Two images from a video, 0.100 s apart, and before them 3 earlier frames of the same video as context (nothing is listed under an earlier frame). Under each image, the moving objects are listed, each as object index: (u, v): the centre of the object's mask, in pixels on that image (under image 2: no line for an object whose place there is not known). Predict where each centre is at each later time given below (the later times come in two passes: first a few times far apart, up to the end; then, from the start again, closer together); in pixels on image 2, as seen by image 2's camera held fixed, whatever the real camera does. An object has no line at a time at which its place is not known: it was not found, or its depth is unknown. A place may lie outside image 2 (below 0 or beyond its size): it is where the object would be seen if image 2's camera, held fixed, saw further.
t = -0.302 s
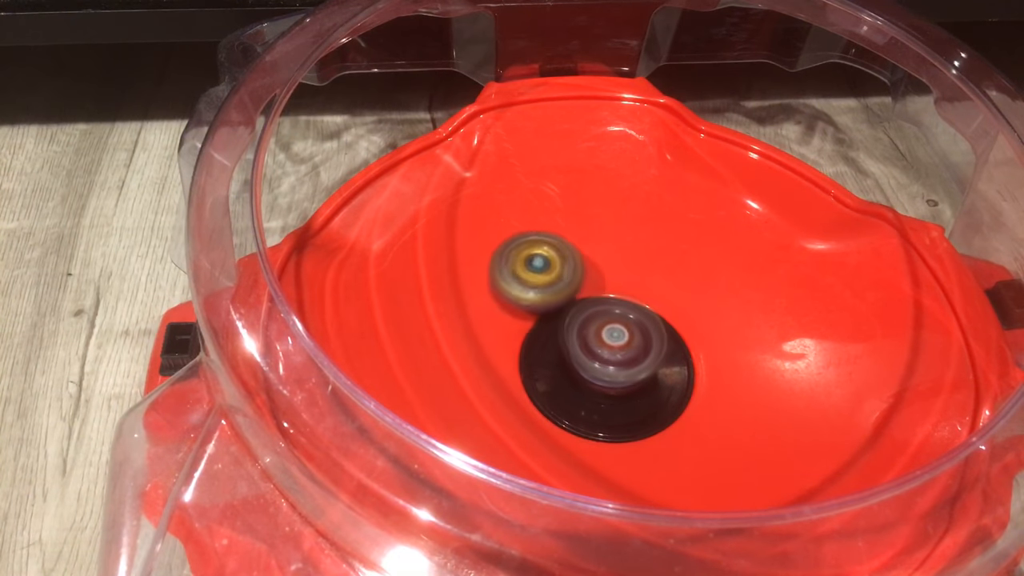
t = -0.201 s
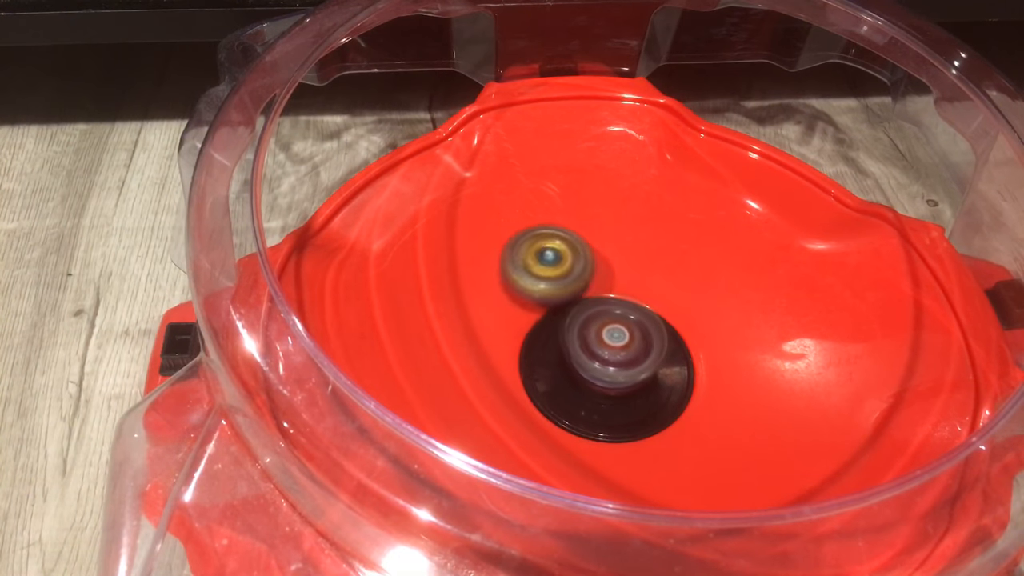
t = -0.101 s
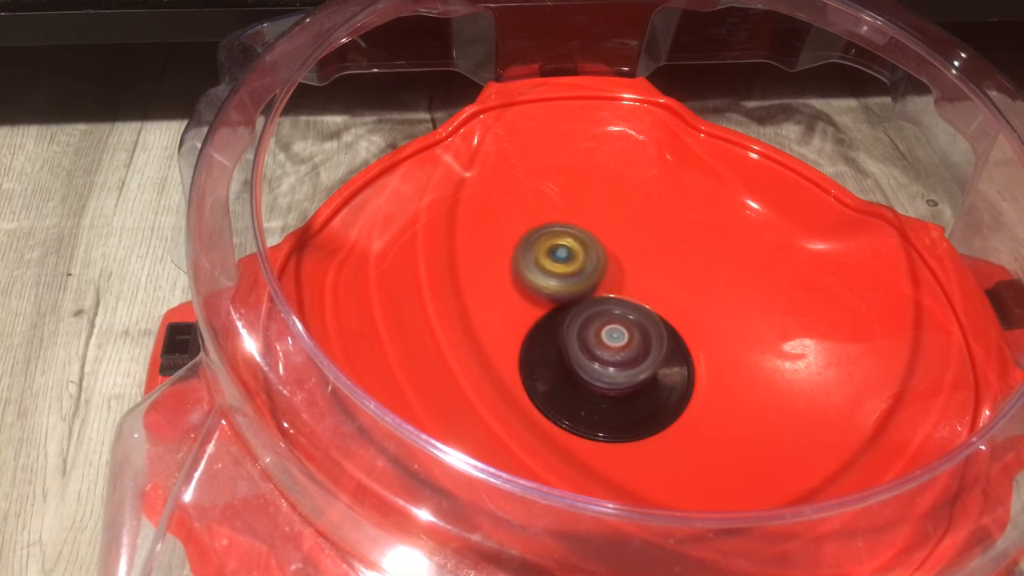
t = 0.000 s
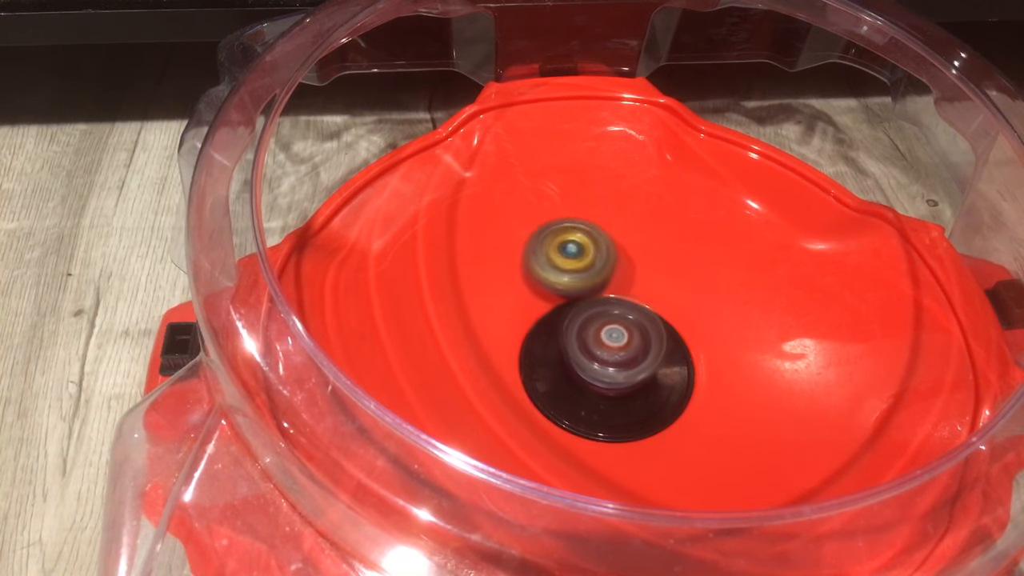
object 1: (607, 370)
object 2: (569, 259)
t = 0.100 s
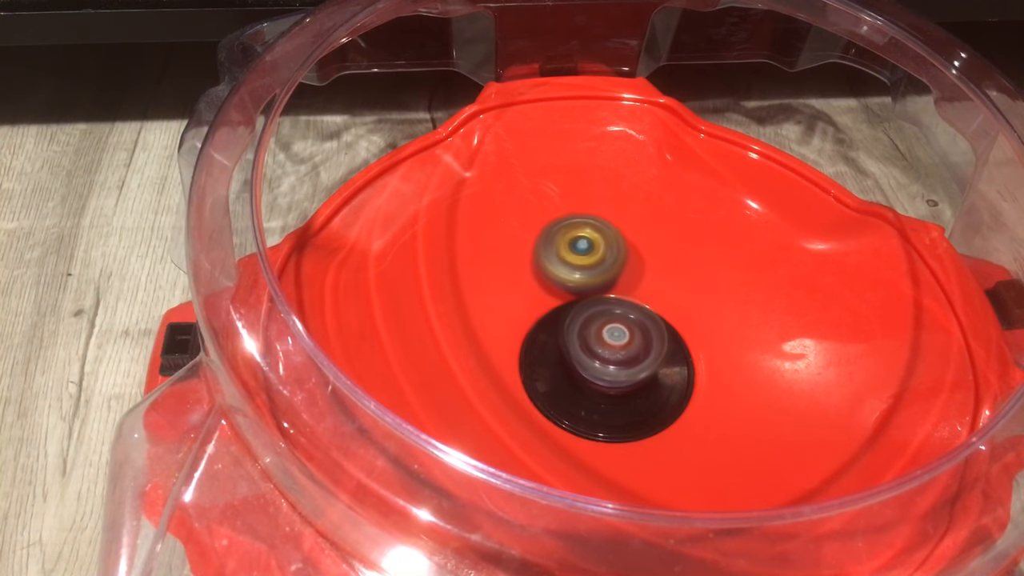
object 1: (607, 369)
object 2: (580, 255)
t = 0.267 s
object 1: (607, 369)
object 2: (600, 253)
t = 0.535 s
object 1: (607, 370)
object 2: (635, 248)
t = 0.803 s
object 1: (607, 370)
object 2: (671, 259)
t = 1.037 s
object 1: (607, 369)
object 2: (694, 273)
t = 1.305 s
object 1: (607, 369)
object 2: (709, 299)
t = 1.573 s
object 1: (606, 370)
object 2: (724, 325)
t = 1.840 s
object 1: (605, 370)
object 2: (728, 354)
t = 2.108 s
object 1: (606, 369)
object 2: (743, 388)
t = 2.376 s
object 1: (598, 367)
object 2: (708, 401)
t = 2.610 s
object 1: (602, 367)
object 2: (700, 436)
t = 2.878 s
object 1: (599, 361)
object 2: (659, 439)
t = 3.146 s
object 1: (605, 360)
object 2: (615, 453)
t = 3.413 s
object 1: (607, 370)
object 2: (571, 481)
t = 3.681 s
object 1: (609, 364)
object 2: (566, 449)
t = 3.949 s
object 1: (615, 366)
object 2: (519, 407)
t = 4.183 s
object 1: (611, 369)
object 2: (491, 374)
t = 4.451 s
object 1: (612, 371)
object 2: (503, 336)
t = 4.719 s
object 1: (606, 370)
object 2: (438, 274)
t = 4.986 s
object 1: (607, 370)
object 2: (469, 266)
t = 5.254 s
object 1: (607, 370)
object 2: (533, 243)
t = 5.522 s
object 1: (606, 370)
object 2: (584, 179)
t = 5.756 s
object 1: (606, 370)
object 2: (617, 194)
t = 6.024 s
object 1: (606, 370)
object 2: (663, 269)
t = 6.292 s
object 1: (606, 370)
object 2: (757, 324)
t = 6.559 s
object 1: (606, 370)
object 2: (778, 352)
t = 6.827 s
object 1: (605, 370)
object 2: (739, 375)
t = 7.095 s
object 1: (596, 365)
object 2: (692, 416)
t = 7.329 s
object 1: (601, 361)
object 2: (656, 445)
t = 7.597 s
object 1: (604, 357)
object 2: (619, 441)
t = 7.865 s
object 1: (614, 360)
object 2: (564, 427)
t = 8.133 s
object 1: (619, 366)
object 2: (530, 397)
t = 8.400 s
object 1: (610, 369)
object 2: (490, 378)
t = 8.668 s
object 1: (615, 371)
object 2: (509, 358)
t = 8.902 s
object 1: (612, 371)
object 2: (503, 338)
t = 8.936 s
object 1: (610, 371)
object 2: (497, 335)
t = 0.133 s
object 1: (607, 369)
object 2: (584, 253)
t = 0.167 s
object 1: (607, 370)
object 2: (588, 252)
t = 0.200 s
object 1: (607, 370)
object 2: (592, 252)
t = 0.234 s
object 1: (607, 369)
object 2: (596, 253)
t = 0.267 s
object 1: (607, 369)
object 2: (600, 253)
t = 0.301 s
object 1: (607, 369)
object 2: (604, 253)
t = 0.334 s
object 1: (607, 370)
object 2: (608, 250)
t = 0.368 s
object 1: (607, 369)
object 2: (612, 247)
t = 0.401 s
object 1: (607, 370)
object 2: (618, 247)
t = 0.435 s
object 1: (607, 369)
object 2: (623, 246)
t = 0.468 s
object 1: (607, 370)
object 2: (627, 246)
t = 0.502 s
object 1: (607, 370)
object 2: (632, 247)
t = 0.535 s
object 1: (607, 370)
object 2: (635, 248)
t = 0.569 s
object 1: (607, 370)
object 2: (638, 250)
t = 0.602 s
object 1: (607, 370)
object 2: (641, 253)
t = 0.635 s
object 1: (607, 370)
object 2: (645, 256)
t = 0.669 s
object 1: (607, 370)
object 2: (648, 260)
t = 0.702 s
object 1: (607, 370)
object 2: (652, 261)
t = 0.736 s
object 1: (607, 370)
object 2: (654, 263)
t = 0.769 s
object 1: (607, 370)
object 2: (659, 263)
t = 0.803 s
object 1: (607, 370)
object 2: (671, 259)
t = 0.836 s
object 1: (607, 370)
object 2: (676, 260)
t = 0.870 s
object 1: (607, 370)
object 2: (680, 261)
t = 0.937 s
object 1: (607, 370)
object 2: (687, 264)
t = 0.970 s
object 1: (607, 370)
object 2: (690, 267)
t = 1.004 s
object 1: (607, 370)
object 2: (692, 269)
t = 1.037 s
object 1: (607, 369)
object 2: (694, 273)
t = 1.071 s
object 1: (607, 369)
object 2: (695, 277)
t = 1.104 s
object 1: (607, 369)
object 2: (695, 281)
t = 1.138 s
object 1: (607, 369)
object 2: (695, 285)
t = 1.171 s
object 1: (607, 369)
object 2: (696, 290)
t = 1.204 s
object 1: (607, 369)
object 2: (699, 292)
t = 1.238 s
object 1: (607, 369)
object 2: (702, 295)
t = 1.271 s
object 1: (607, 369)
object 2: (706, 295)
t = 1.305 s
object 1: (607, 369)
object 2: (709, 299)
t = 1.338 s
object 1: (607, 369)
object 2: (714, 302)
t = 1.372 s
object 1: (607, 369)
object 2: (716, 305)
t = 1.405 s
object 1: (607, 369)
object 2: (719, 308)
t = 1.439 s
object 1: (607, 370)
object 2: (720, 311)
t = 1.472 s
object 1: (607, 370)
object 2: (721, 315)
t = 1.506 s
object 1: (606, 370)
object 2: (721, 318)
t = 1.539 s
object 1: (606, 370)
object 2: (721, 322)
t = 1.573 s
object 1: (606, 370)
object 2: (724, 325)
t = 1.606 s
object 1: (606, 370)
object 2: (723, 329)
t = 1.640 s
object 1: (606, 370)
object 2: (724, 332)
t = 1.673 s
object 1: (606, 370)
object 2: (728, 336)
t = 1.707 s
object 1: (606, 370)
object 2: (727, 340)
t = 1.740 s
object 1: (606, 370)
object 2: (729, 344)
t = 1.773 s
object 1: (605, 370)
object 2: (729, 347)
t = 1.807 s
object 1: (605, 370)
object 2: (729, 351)
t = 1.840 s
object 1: (605, 370)
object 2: (728, 354)
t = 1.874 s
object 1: (605, 370)
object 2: (735, 360)
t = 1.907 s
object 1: (606, 370)
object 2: (741, 365)
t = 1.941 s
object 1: (606, 370)
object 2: (742, 369)
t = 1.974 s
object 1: (606, 370)
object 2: (744, 374)
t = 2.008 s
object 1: (606, 369)
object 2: (745, 378)
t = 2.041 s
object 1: (606, 370)
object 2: (745, 382)
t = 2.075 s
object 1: (606, 370)
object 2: (745, 385)
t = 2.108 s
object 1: (606, 369)
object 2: (743, 388)
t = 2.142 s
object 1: (606, 369)
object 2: (741, 390)
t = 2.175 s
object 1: (605, 369)
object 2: (737, 392)
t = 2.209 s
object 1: (604, 369)
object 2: (733, 393)
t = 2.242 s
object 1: (603, 369)
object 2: (728, 395)
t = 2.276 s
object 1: (602, 368)
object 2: (722, 396)
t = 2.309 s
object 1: (600, 368)
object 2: (715, 397)
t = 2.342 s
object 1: (598, 367)
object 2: (708, 398)
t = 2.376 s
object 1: (598, 367)
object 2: (708, 401)
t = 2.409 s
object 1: (598, 367)
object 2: (707, 403)
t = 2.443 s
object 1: (598, 367)
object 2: (704, 407)
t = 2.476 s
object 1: (600, 367)
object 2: (709, 419)
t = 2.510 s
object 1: (601, 367)
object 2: (708, 424)
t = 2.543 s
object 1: (601, 367)
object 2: (705, 429)
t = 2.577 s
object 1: (602, 367)
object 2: (703, 433)
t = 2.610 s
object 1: (602, 367)
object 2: (700, 436)
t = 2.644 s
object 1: (602, 366)
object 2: (696, 438)
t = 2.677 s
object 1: (602, 366)
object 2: (692, 441)
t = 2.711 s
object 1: (602, 366)
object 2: (687, 443)
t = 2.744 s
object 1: (601, 365)
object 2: (682, 444)
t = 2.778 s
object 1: (601, 364)
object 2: (677, 443)
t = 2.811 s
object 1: (600, 363)
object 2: (672, 442)
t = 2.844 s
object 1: (600, 362)
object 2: (665, 440)
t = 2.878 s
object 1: (599, 361)
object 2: (659, 439)
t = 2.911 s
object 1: (599, 359)
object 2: (652, 436)
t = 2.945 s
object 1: (598, 358)
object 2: (646, 434)
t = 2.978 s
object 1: (599, 357)
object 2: (642, 434)
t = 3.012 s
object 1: (600, 357)
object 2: (639, 437)
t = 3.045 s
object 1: (601, 357)
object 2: (632, 436)
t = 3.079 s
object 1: (602, 356)
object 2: (626, 435)
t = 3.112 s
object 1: (603, 355)
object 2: (620, 435)
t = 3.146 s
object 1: (605, 360)
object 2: (615, 453)
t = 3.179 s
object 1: (606, 365)
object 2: (609, 462)
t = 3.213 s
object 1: (607, 367)
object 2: (600, 467)
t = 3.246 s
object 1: (607, 368)
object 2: (593, 468)
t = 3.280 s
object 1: (607, 369)
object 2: (587, 479)
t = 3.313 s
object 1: (607, 369)
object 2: (581, 481)
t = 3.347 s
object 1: (607, 369)
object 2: (577, 480)
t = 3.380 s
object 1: (607, 370)
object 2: (573, 481)
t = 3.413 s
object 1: (607, 370)
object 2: (571, 481)
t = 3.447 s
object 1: (607, 370)
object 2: (573, 468)
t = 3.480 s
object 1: (607, 369)
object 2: (571, 467)
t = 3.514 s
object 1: (607, 369)
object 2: (571, 465)
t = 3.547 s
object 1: (607, 369)
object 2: (570, 463)
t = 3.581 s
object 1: (607, 368)
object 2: (569, 460)
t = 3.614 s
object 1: (608, 367)
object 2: (568, 458)
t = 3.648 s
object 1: (608, 365)
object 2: (567, 454)
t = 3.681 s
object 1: (609, 364)
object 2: (566, 449)
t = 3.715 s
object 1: (610, 362)
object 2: (565, 442)
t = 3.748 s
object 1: (612, 361)
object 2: (565, 434)
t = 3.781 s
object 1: (614, 359)
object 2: (565, 424)
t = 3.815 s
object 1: (617, 359)
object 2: (561, 417)
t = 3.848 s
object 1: (618, 361)
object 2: (551, 415)
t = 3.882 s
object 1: (616, 364)
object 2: (536, 416)
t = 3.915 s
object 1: (615, 365)
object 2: (527, 412)
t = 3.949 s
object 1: (615, 366)
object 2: (519, 407)
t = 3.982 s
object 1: (614, 367)
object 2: (512, 402)
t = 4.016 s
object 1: (614, 368)
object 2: (507, 397)
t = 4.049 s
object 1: (613, 368)
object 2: (502, 393)
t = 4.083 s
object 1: (612, 369)
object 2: (498, 388)
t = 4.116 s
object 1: (612, 369)
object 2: (495, 384)
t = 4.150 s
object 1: (611, 369)
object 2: (492, 379)
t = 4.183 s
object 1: (611, 369)
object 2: (491, 374)
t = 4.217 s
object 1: (611, 370)
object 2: (489, 369)
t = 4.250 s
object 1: (611, 370)
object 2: (489, 365)
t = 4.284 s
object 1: (611, 370)
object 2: (489, 360)
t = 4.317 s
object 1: (611, 370)
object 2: (491, 355)
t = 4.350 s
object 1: (611, 370)
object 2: (493, 350)
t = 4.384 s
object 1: (611, 371)
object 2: (496, 346)
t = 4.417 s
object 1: (611, 371)
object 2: (499, 341)
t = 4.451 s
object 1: (612, 371)
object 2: (503, 336)
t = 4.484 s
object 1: (611, 371)
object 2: (500, 332)
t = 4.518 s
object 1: (607, 370)
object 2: (472, 321)
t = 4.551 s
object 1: (606, 369)
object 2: (453, 307)
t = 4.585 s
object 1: (606, 370)
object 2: (444, 297)
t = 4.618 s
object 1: (606, 370)
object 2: (441, 288)
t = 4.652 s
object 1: (606, 370)
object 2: (439, 283)
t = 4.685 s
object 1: (606, 370)
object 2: (439, 278)
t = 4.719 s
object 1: (606, 370)
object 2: (438, 274)
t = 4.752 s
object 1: (606, 370)
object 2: (439, 270)
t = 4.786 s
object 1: (606, 370)
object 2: (440, 268)
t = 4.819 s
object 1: (606, 370)
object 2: (443, 266)
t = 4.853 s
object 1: (607, 370)
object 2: (446, 265)
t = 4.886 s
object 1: (607, 370)
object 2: (450, 264)
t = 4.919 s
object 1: (607, 370)
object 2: (456, 265)
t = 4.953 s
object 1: (607, 370)
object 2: (462, 265)
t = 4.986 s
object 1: (607, 370)
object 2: (469, 266)
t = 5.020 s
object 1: (607, 370)
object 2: (477, 267)
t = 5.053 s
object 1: (607, 370)
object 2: (485, 269)
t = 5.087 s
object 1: (607, 370)
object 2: (494, 271)
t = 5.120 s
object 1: (607, 370)
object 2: (507, 273)
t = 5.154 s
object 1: (607, 370)
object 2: (519, 276)
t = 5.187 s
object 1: (607, 370)
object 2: (533, 277)
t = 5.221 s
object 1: (607, 370)
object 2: (537, 268)
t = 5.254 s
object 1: (607, 370)
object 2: (533, 243)
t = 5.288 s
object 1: (606, 369)
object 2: (535, 222)
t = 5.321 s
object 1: (606, 370)
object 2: (541, 207)
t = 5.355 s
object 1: (606, 369)
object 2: (550, 196)
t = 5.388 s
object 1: (606, 369)
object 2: (558, 189)
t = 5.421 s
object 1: (606, 369)
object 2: (566, 185)
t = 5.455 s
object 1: (606, 369)
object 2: (572, 182)
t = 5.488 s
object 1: (606, 370)
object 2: (578, 181)
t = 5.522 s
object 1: (606, 370)
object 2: (584, 179)
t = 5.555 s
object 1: (606, 370)
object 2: (588, 179)
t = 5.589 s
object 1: (606, 370)
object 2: (593, 179)
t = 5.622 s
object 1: (606, 370)
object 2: (598, 180)
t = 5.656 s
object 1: (606, 370)
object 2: (603, 182)
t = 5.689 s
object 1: (606, 370)
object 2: (608, 185)
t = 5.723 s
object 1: (606, 370)
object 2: (612, 190)
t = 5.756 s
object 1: (606, 370)
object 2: (617, 194)
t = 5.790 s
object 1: (606, 370)
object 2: (622, 199)
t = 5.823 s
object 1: (606, 370)
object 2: (627, 206)
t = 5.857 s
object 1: (606, 369)
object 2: (632, 213)
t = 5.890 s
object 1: (606, 370)
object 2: (639, 222)
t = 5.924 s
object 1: (606, 370)
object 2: (644, 232)
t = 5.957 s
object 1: (606, 370)
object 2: (650, 244)
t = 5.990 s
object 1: (606, 370)
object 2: (656, 257)
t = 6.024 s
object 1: (606, 370)
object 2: (663, 269)
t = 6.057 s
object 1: (606, 370)
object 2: (675, 278)
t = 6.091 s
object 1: (606, 370)
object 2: (693, 284)
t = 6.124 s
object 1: (606, 370)
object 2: (709, 292)
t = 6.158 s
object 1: (606, 370)
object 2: (723, 301)
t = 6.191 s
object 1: (606, 370)
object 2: (734, 308)
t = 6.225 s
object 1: (606, 370)
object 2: (742, 314)
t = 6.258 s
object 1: (606, 370)
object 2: (750, 320)
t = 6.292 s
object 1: (606, 370)
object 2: (757, 324)
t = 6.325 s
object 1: (606, 370)
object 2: (763, 329)
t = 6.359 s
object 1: (606, 370)
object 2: (767, 332)
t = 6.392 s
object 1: (606, 370)
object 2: (771, 336)
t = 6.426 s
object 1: (606, 370)
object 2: (775, 339)
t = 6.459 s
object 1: (606, 370)
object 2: (777, 344)
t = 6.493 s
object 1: (606, 370)
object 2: (779, 346)
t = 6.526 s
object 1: (606, 370)
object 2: (779, 350)
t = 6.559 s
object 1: (606, 370)
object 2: (778, 352)
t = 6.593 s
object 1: (606, 370)
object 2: (775, 355)
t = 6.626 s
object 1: (606, 370)
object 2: (772, 357)
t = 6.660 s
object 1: (606, 370)
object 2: (769, 360)
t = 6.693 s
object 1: (606, 370)
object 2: (765, 363)
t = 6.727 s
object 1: (606, 370)
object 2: (759, 366)
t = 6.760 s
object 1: (606, 370)
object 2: (753, 369)
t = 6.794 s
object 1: (606, 370)
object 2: (746, 372)
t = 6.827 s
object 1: (605, 370)
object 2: (739, 375)
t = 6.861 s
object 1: (604, 369)
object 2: (732, 379)
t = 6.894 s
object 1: (602, 369)
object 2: (725, 382)
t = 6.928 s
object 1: (600, 369)
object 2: (716, 385)
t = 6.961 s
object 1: (599, 368)
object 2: (712, 393)
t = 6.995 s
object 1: (598, 368)
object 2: (708, 400)
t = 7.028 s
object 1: (597, 367)
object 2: (701, 405)
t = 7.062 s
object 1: (596, 366)
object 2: (696, 410)
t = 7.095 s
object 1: (596, 365)
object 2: (692, 416)
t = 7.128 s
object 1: (596, 364)
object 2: (687, 421)
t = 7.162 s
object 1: (598, 364)
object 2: (682, 427)
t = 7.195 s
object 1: (598, 363)
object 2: (678, 432)
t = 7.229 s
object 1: (599, 362)
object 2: (672, 436)
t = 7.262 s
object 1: (599, 362)
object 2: (667, 439)
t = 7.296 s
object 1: (600, 362)
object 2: (662, 443)
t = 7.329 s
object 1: (601, 361)
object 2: (656, 445)
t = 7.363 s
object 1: (601, 361)
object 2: (651, 447)
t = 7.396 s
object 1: (602, 361)
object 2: (647, 449)
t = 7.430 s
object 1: (602, 361)
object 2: (642, 449)
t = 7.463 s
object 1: (603, 360)
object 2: (638, 449)
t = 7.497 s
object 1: (603, 360)
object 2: (633, 448)
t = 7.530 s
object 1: (603, 359)
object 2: (628, 446)
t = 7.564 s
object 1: (603, 358)
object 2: (624, 444)
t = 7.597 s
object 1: (604, 357)
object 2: (619, 441)
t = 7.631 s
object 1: (604, 356)
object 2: (615, 438)
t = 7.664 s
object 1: (605, 355)
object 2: (610, 435)
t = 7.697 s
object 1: (606, 355)
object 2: (605, 432)
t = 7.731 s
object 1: (609, 357)
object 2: (592, 436)
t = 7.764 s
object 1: (611, 358)
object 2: (584, 435)
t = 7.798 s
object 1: (612, 358)
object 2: (577, 433)
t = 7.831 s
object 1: (613, 359)
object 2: (571, 430)
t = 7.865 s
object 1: (614, 360)
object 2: (564, 427)
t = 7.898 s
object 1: (615, 360)
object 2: (559, 424)
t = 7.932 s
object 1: (616, 361)
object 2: (554, 421)
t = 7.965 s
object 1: (617, 362)
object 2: (548, 417)
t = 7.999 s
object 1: (618, 362)
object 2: (545, 413)
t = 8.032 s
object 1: (618, 363)
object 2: (542, 408)
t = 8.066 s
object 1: (619, 364)
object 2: (538, 404)
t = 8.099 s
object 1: (619, 365)
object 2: (534, 401)
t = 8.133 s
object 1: (619, 366)
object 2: (530, 397)
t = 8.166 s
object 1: (618, 367)
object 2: (523, 395)
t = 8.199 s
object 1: (615, 368)
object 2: (512, 394)
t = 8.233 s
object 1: (614, 368)
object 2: (506, 392)
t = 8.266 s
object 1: (613, 369)
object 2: (500, 388)
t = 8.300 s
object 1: (612, 369)
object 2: (496, 386)
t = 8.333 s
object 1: (611, 369)
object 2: (493, 383)
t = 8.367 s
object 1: (611, 369)
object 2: (491, 380)
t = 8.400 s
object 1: (610, 369)
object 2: (490, 378)
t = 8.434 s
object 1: (610, 369)
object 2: (489, 376)
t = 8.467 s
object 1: (611, 370)
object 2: (490, 373)
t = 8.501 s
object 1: (611, 370)
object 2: (492, 370)
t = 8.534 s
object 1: (612, 370)
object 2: (495, 368)
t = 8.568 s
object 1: (613, 370)
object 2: (499, 366)
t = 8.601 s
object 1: (614, 370)
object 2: (503, 362)
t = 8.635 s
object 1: (615, 371)
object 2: (508, 359)
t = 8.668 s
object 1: (615, 371)
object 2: (509, 358)
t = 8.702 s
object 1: (613, 370)
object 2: (501, 359)
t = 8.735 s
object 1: (613, 371)
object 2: (500, 356)
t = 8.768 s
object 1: (612, 371)
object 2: (499, 352)
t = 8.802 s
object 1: (612, 371)
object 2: (500, 348)
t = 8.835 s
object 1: (612, 371)
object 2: (500, 344)
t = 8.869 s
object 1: (612, 371)
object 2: (501, 341)
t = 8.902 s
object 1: (612, 371)
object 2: (503, 338)
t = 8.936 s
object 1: (610, 371)
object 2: (497, 335)
